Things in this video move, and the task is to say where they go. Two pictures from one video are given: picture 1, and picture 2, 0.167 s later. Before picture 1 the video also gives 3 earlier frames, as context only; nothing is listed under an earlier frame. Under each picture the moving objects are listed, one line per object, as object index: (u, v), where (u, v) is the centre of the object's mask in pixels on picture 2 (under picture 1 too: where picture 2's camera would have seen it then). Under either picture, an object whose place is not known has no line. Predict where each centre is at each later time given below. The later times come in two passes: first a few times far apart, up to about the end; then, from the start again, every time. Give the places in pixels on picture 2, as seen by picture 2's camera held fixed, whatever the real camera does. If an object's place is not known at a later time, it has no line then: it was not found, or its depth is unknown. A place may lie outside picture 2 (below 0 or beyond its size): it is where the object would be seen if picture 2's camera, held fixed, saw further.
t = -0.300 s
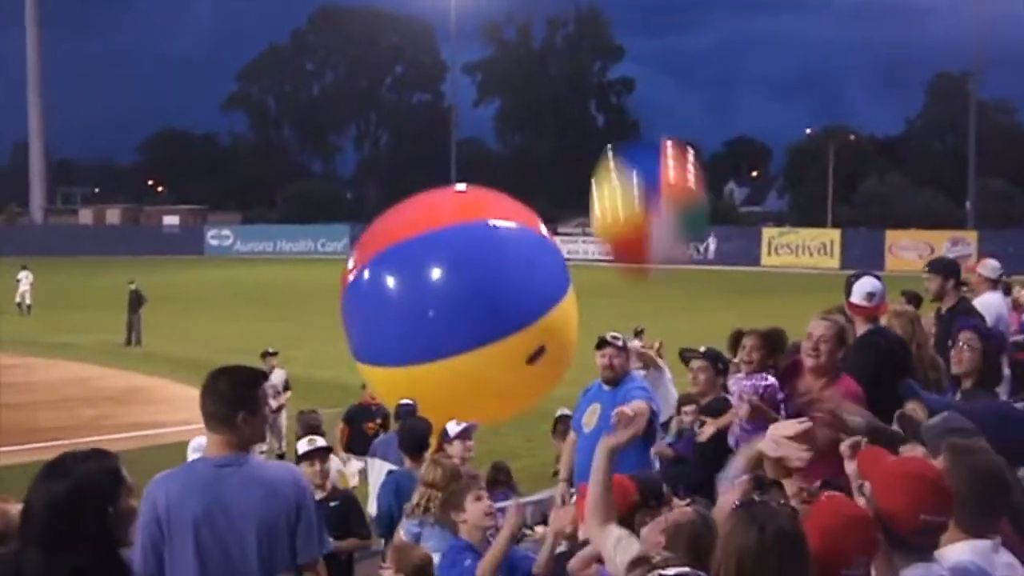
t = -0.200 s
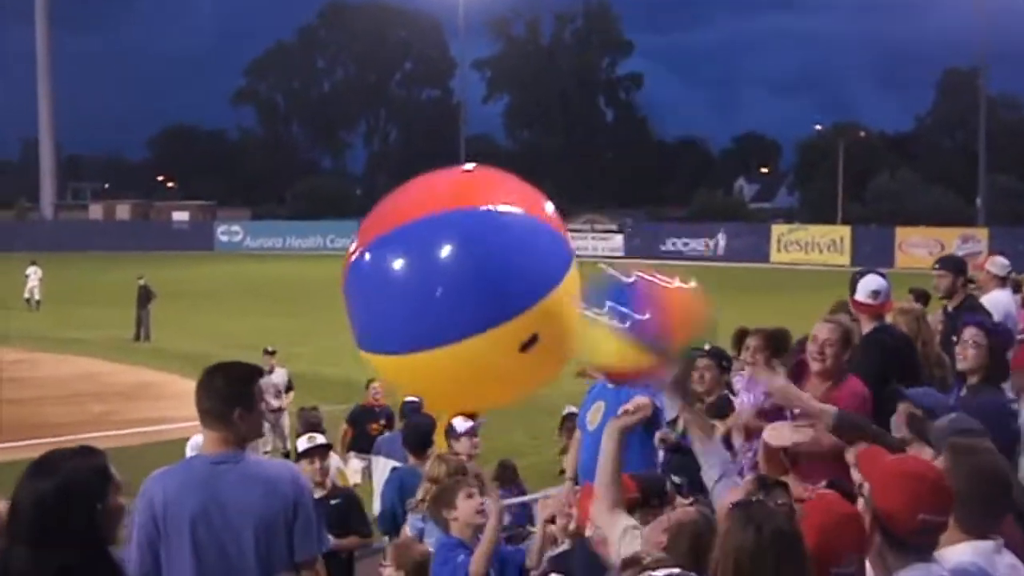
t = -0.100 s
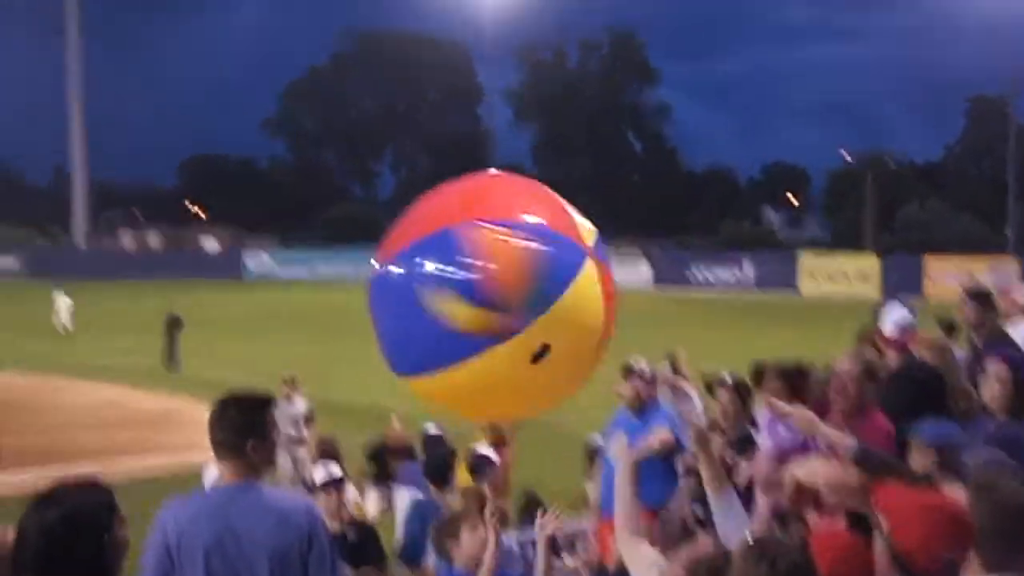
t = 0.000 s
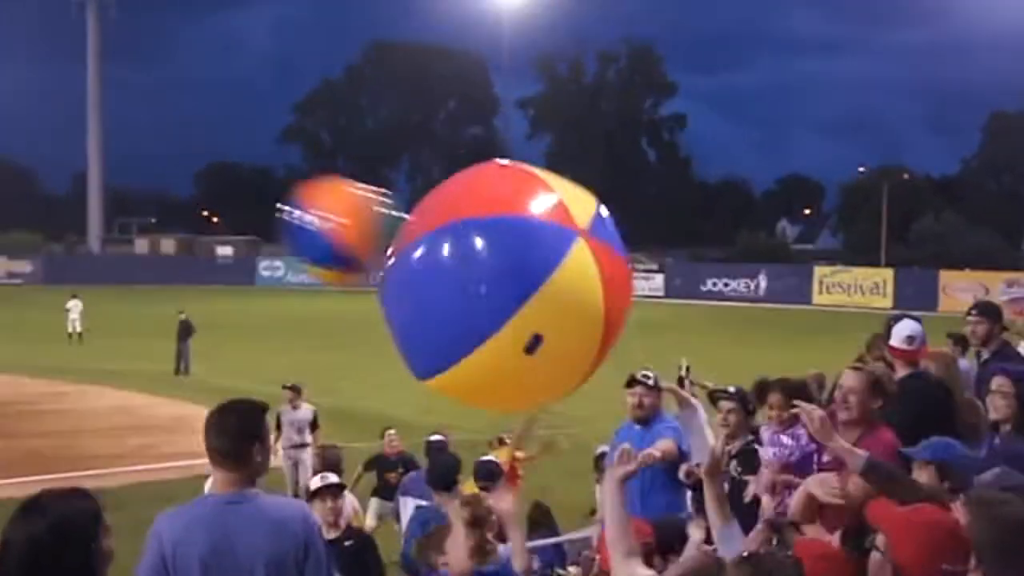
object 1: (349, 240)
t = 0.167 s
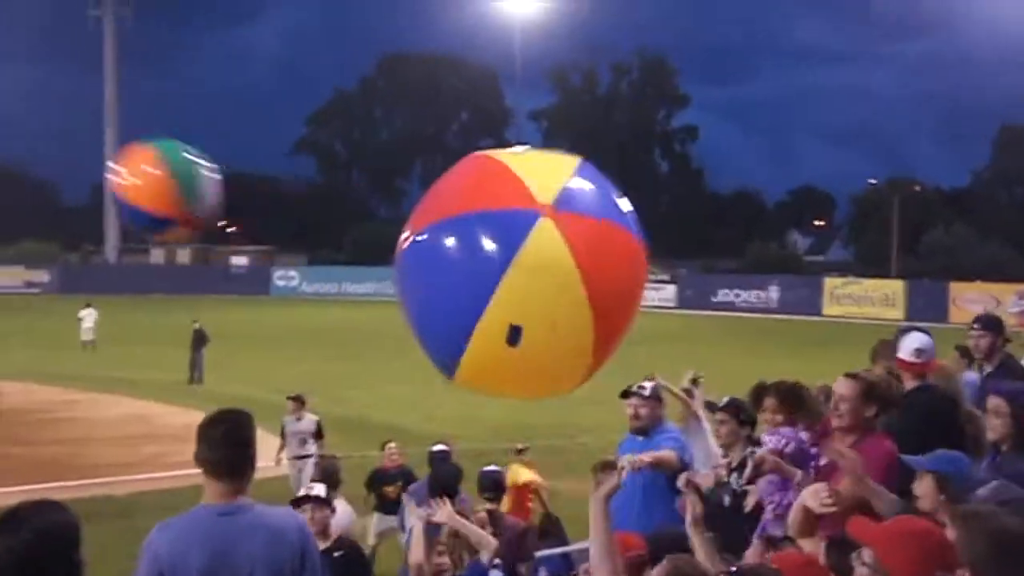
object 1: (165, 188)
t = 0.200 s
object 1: (134, 182)
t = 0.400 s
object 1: (9, 174)
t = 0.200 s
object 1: (134, 182)
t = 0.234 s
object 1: (108, 177)
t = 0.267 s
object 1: (85, 173)
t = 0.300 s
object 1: (64, 171)
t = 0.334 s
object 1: (45, 170)
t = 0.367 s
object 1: (26, 173)
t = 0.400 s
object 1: (9, 174)
